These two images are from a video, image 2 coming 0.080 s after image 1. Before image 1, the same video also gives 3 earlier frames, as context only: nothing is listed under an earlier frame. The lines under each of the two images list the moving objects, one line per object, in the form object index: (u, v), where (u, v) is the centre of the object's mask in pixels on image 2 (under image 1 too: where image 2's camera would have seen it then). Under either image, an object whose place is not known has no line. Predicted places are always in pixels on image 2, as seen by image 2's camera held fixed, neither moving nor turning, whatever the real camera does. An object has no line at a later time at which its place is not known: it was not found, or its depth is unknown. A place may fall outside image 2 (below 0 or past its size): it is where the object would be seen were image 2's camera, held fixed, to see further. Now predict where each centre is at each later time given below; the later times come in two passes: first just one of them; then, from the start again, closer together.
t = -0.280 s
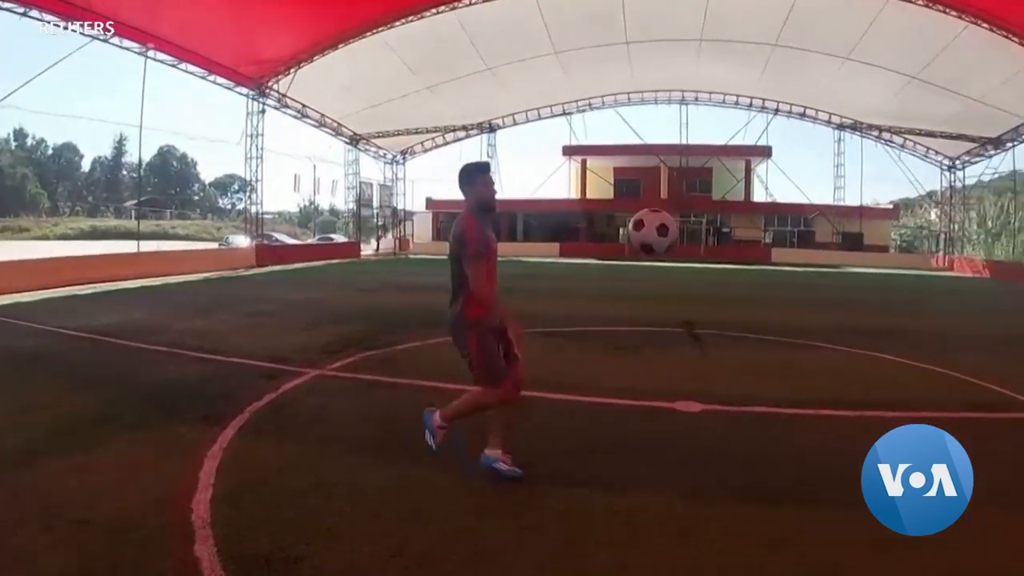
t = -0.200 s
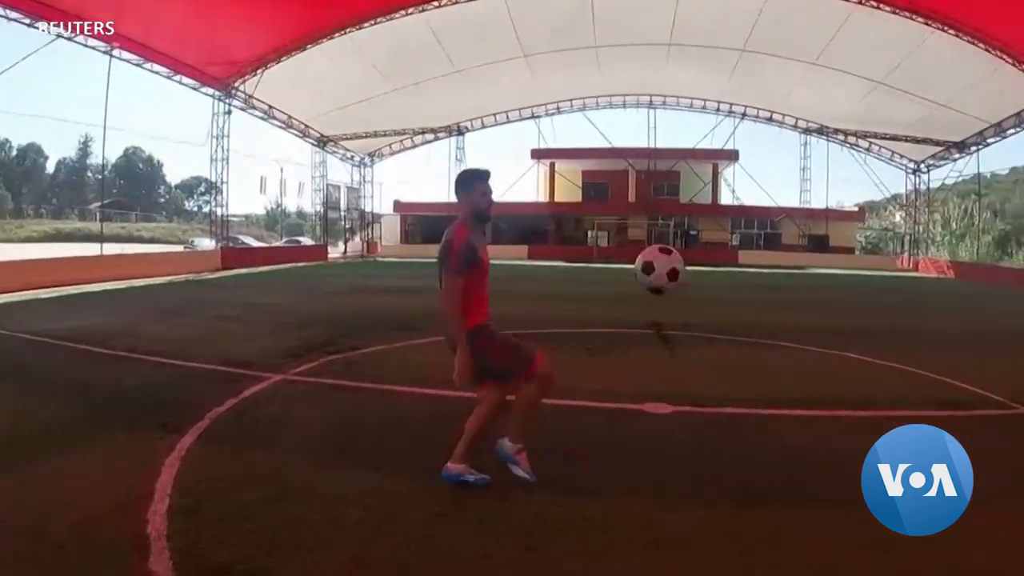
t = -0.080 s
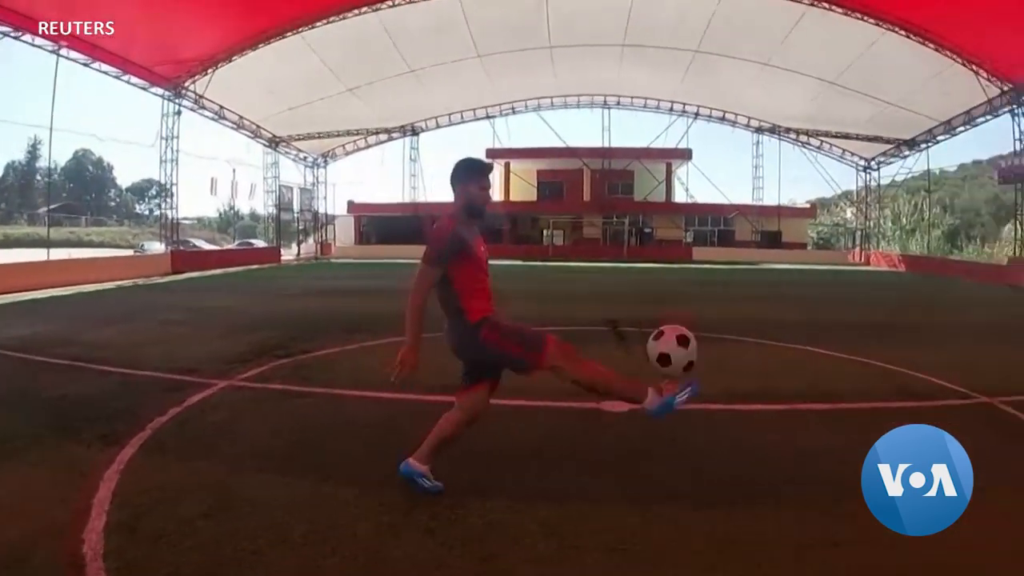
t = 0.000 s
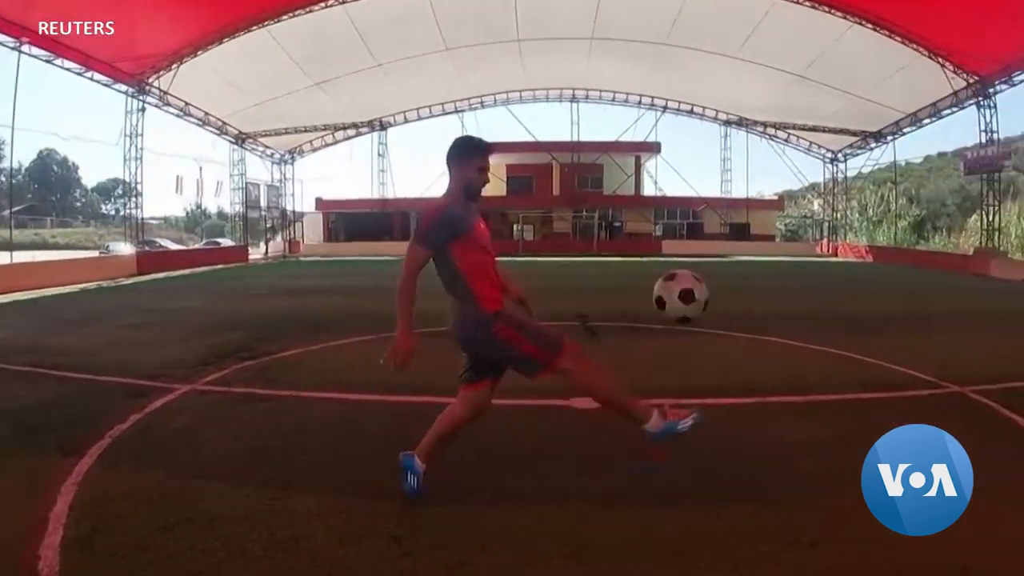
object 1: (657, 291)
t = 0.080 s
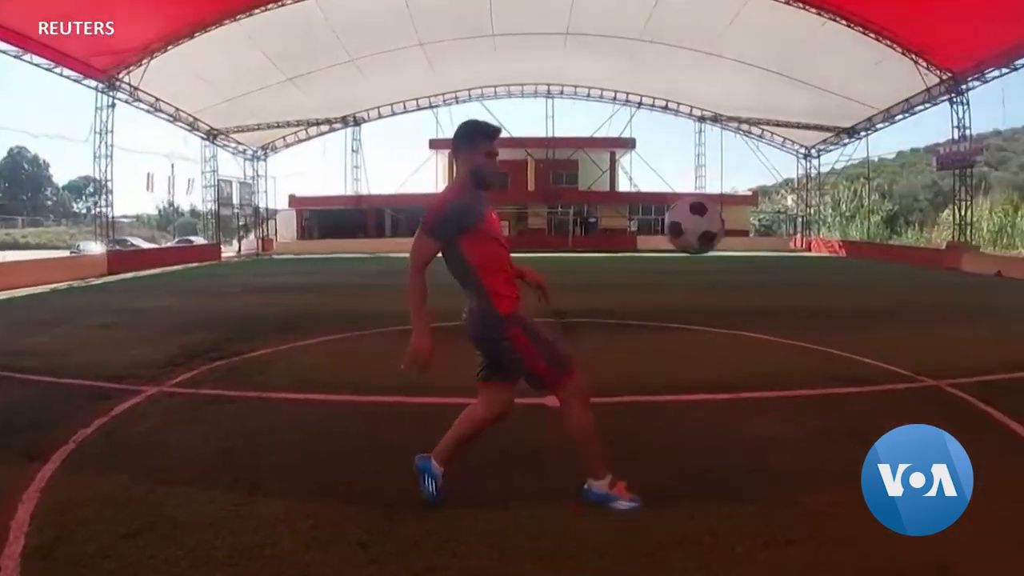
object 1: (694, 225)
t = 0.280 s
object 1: (795, 92)
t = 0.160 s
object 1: (734, 165)
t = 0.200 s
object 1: (754, 137)
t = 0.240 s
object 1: (774, 113)
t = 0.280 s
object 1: (795, 92)
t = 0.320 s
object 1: (817, 74)
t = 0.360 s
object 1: (839, 61)
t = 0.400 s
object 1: (860, 53)
